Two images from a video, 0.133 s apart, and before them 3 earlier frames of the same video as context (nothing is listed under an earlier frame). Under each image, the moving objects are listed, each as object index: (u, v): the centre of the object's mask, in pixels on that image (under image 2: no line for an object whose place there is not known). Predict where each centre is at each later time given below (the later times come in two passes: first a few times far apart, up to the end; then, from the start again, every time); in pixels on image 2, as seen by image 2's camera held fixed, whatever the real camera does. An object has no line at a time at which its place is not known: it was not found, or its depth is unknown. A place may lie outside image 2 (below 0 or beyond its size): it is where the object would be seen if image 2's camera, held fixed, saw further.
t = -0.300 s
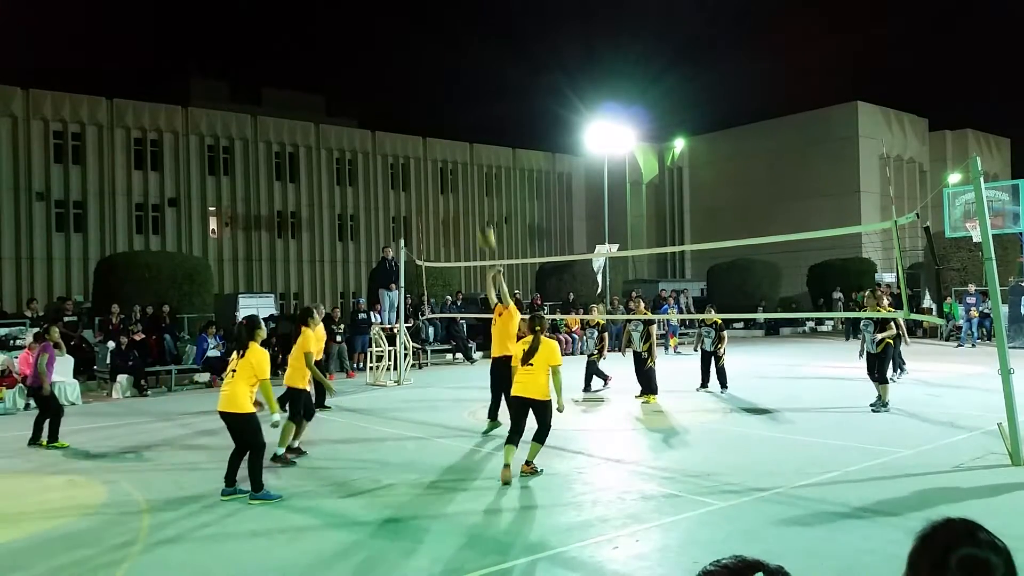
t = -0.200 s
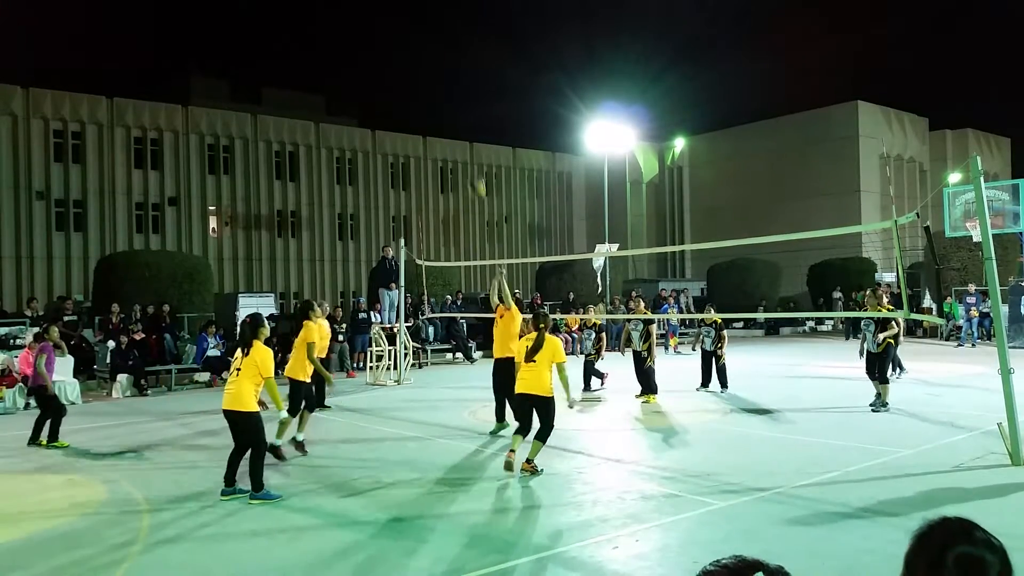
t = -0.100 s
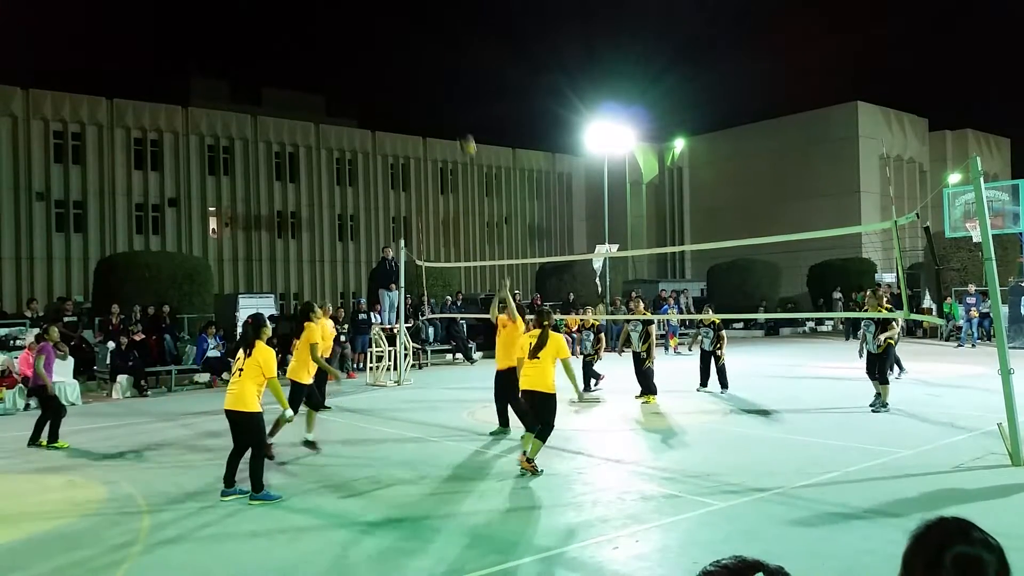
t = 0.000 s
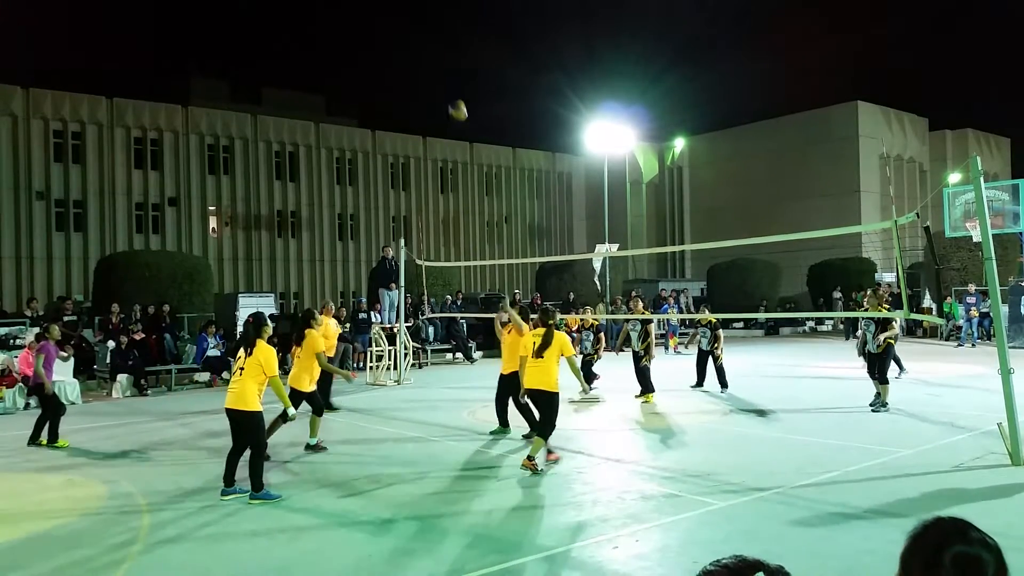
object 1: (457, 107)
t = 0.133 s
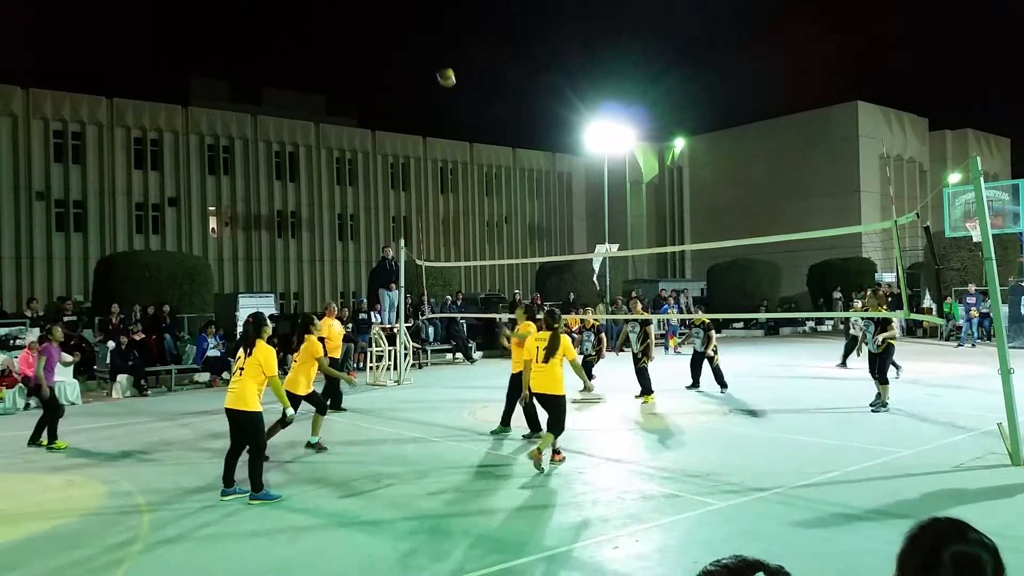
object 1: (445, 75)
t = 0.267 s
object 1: (434, 55)
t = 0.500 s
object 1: (416, 56)
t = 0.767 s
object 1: (398, 114)
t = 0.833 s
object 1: (394, 138)
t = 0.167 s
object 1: (442, 68)
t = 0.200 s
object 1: (439, 62)
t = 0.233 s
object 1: (437, 58)
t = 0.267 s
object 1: (434, 55)
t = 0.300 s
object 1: (431, 52)
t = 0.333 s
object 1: (429, 50)
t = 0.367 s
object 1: (426, 50)
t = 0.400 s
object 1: (423, 50)
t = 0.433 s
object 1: (421, 51)
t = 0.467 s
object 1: (418, 53)
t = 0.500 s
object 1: (416, 56)
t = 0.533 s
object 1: (414, 60)
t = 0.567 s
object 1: (411, 65)
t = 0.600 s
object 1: (409, 70)
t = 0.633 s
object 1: (407, 77)
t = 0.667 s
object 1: (404, 85)
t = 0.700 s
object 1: (402, 93)
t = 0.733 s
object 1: (400, 103)
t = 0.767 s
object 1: (398, 114)
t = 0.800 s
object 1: (396, 125)
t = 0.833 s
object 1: (394, 138)
